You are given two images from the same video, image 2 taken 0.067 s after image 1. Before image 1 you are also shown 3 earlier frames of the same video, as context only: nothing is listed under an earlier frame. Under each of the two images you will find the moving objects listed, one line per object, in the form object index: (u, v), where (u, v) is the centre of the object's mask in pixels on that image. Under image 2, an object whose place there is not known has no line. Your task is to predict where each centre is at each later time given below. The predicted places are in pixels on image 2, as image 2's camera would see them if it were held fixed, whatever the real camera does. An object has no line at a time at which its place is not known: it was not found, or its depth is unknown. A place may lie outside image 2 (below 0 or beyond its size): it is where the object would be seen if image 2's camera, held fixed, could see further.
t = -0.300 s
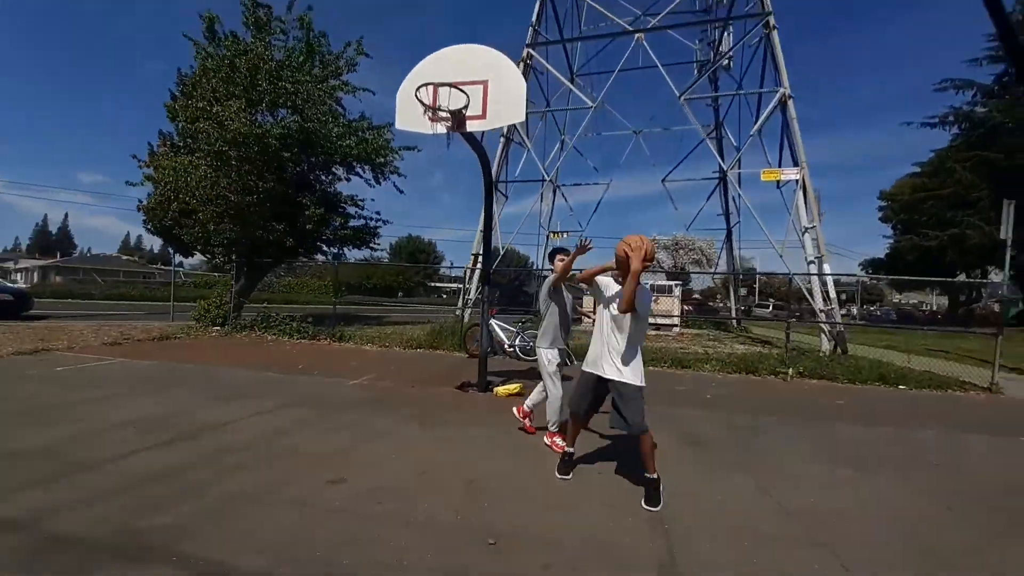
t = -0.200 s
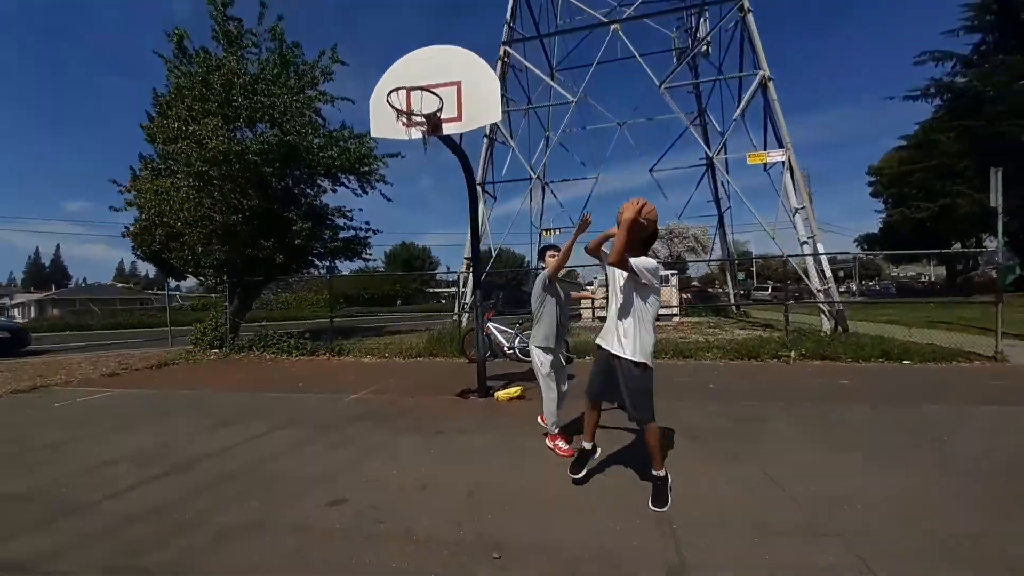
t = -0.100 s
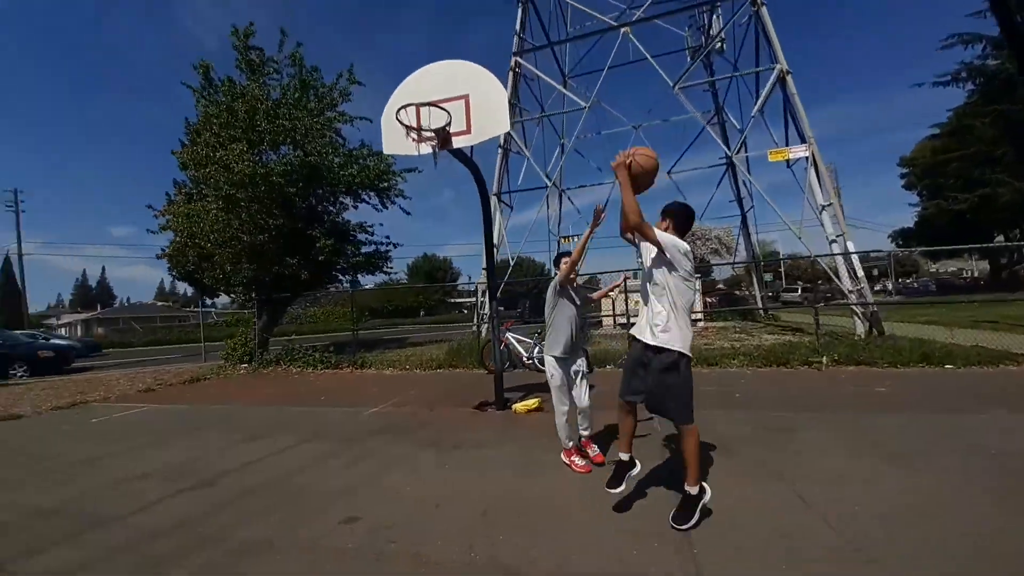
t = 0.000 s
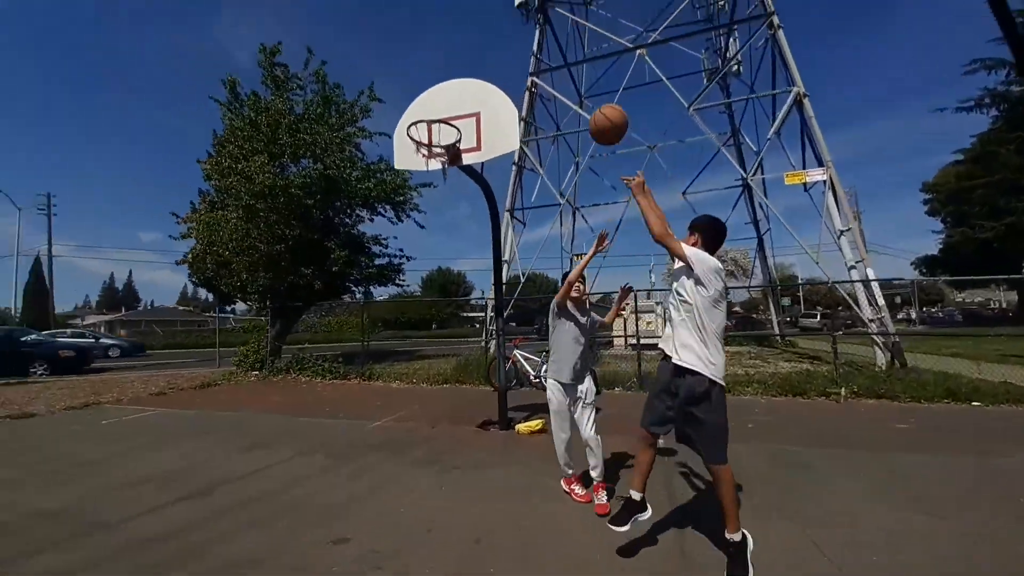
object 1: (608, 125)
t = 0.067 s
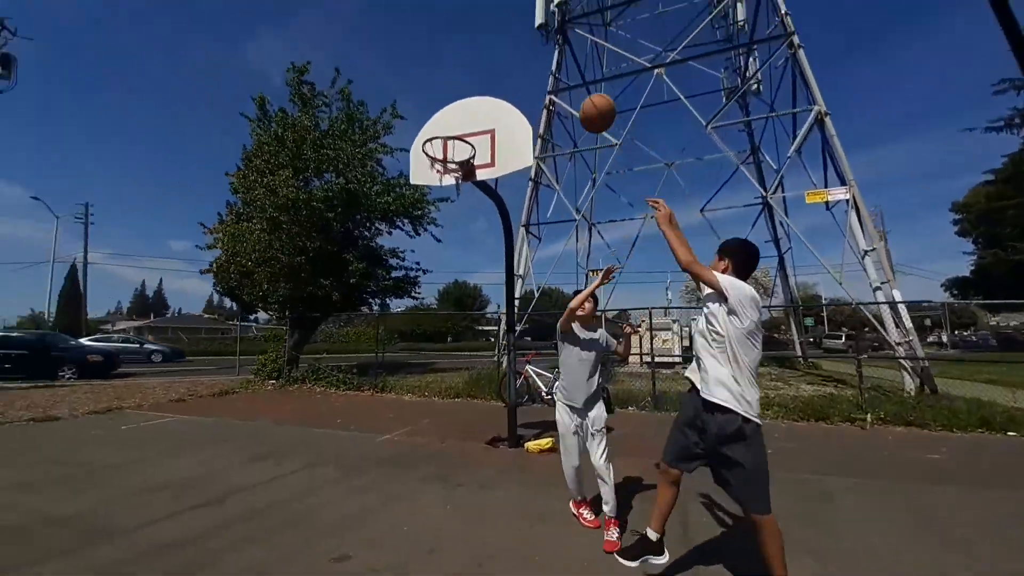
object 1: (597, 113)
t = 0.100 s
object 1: (586, 105)
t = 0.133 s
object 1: (575, 98)
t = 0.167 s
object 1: (563, 92)
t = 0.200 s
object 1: (553, 89)
